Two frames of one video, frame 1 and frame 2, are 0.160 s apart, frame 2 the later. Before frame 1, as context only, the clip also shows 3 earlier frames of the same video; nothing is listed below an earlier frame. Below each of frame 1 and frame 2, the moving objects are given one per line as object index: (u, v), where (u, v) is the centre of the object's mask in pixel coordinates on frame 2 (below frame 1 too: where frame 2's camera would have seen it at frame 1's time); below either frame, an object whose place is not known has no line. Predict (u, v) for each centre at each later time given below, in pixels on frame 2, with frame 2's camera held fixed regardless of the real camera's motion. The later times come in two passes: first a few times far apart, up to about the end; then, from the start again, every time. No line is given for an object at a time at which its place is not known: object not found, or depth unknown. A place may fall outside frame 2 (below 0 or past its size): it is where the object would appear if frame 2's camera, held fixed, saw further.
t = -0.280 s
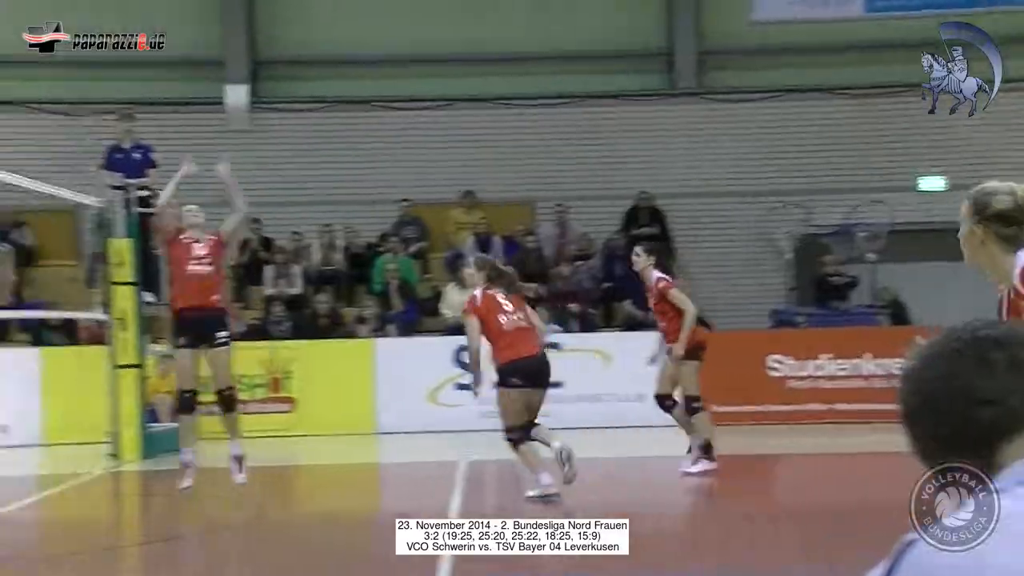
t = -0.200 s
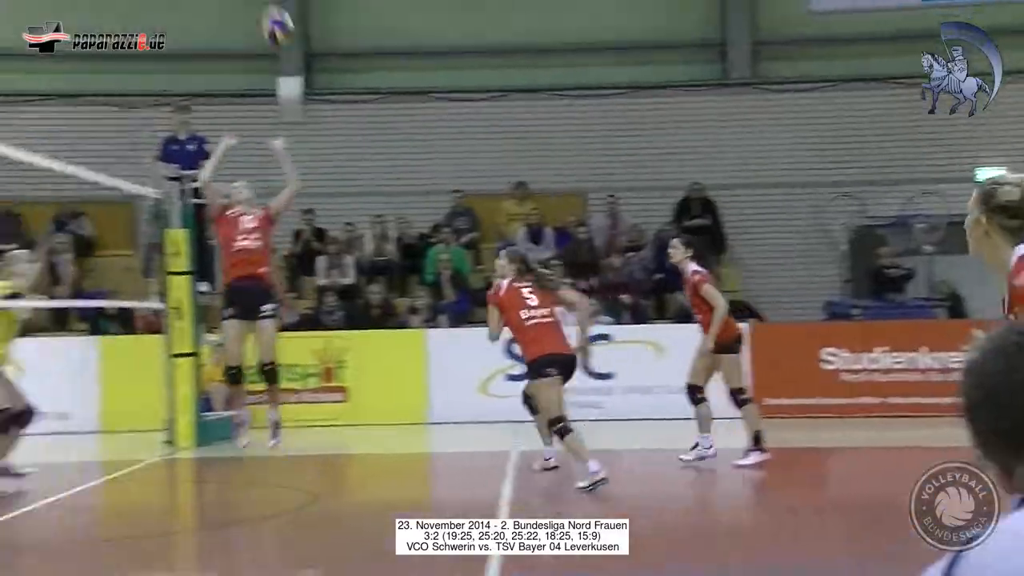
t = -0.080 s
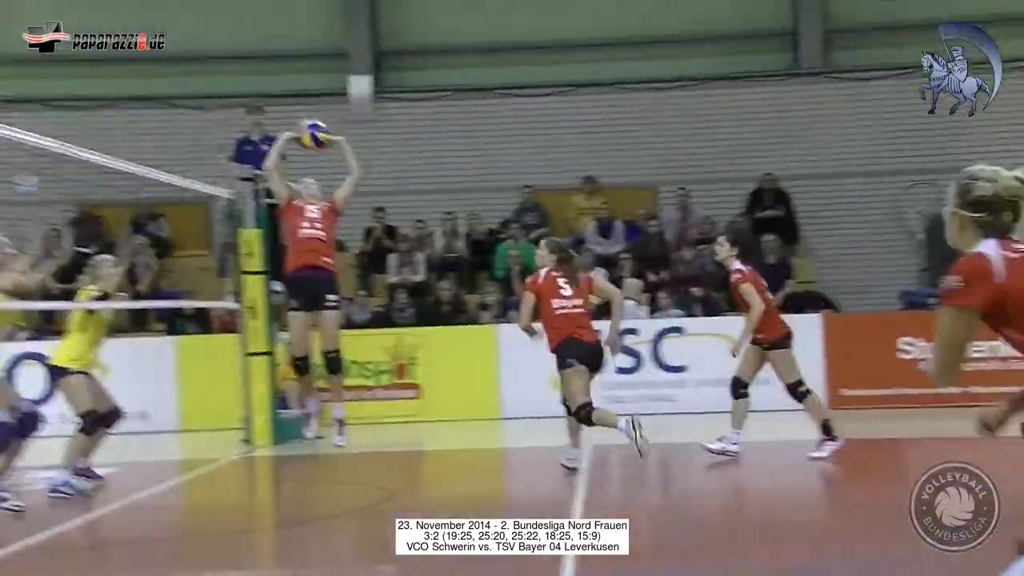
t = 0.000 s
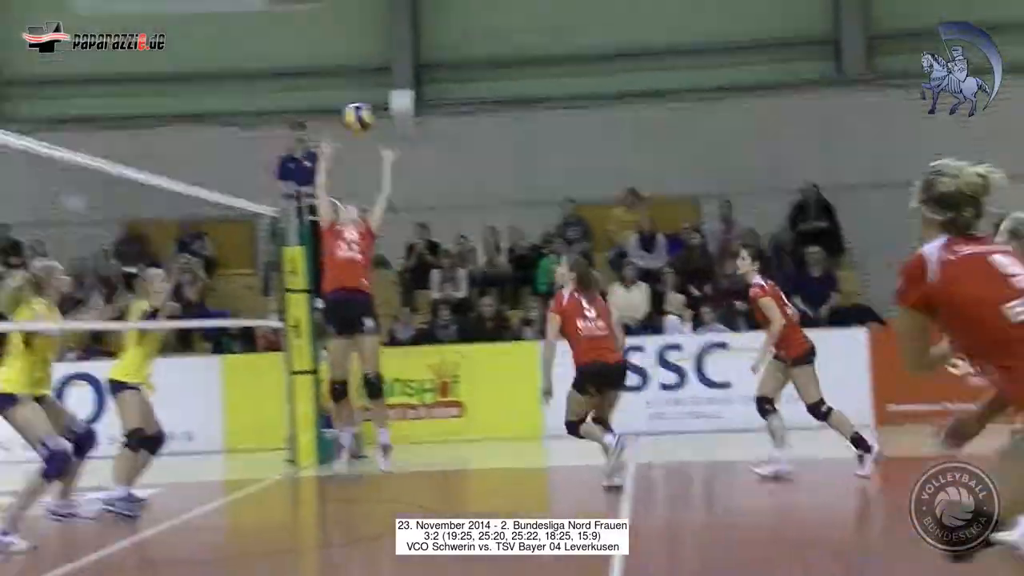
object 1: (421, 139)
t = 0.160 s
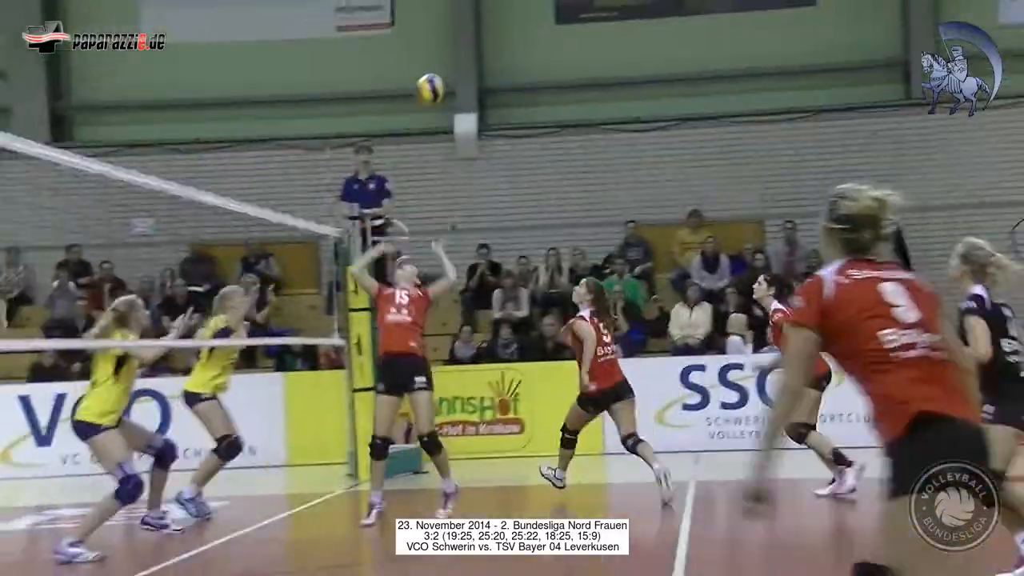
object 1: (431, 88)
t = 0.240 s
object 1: (434, 78)
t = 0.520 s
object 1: (451, 103)
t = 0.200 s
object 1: (432, 82)
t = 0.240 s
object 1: (434, 78)
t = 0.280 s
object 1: (436, 76)
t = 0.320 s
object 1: (438, 76)
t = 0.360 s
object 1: (440, 78)
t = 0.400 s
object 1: (443, 81)
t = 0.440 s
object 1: (445, 87)
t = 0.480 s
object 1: (447, 94)
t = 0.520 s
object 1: (451, 103)
